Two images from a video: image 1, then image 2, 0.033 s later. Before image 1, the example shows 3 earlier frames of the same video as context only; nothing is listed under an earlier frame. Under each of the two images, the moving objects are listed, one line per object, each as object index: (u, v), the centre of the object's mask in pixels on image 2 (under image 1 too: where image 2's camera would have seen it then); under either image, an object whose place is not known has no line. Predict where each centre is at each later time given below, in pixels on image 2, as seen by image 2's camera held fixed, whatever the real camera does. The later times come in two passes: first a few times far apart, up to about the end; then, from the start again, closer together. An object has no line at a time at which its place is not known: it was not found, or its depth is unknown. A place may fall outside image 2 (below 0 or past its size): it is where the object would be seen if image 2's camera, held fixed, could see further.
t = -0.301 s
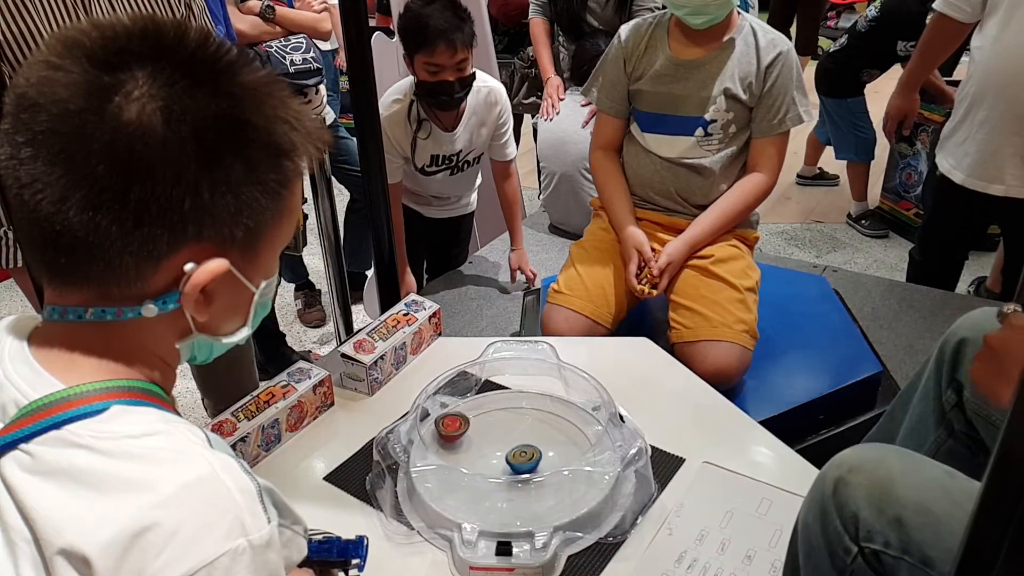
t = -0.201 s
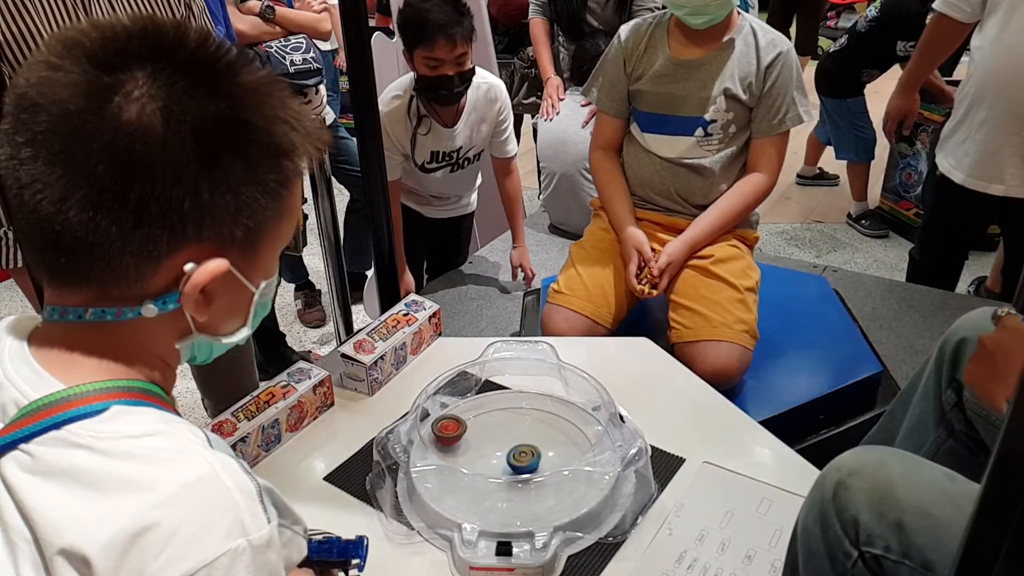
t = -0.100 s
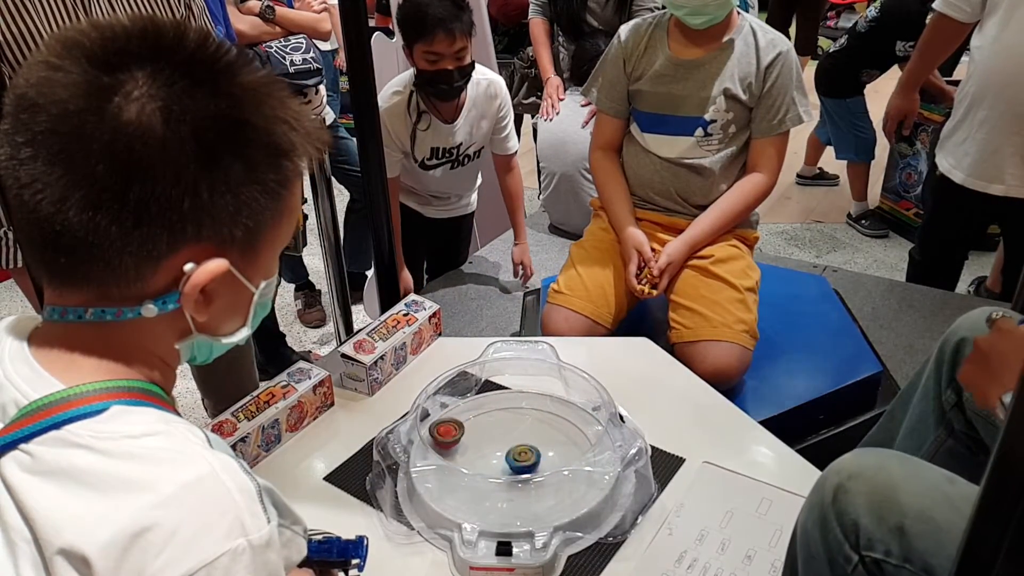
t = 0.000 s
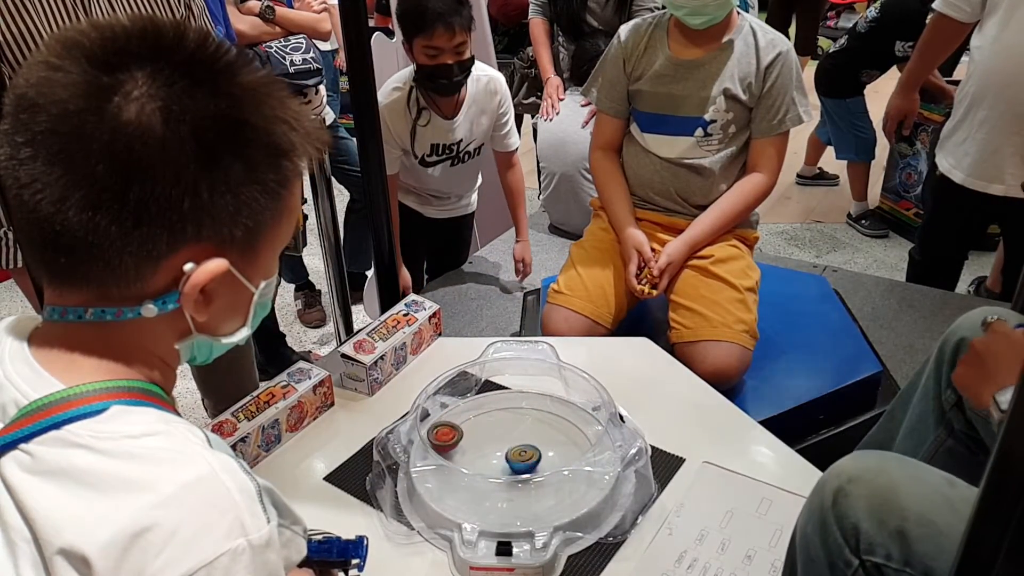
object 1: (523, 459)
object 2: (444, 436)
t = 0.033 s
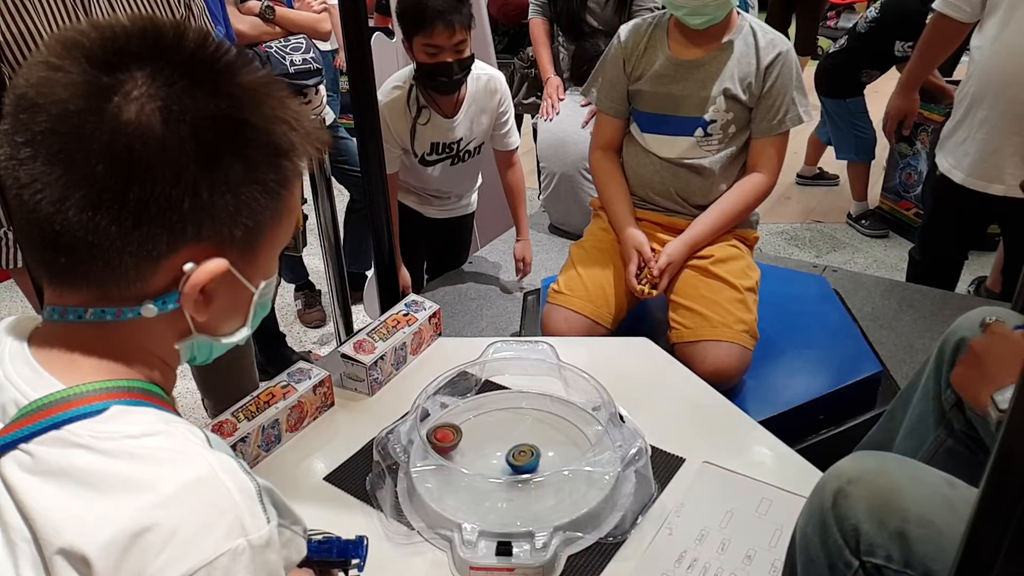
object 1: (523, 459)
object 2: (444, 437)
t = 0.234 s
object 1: (522, 459)
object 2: (445, 442)
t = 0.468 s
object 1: (522, 458)
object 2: (446, 449)
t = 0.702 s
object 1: (522, 458)
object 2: (447, 461)
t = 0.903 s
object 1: (522, 457)
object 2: (447, 471)
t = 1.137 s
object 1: (521, 457)
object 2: (452, 480)
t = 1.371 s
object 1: (521, 457)
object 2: (461, 486)
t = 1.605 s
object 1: (521, 458)
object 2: (472, 490)
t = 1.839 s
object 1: (522, 459)
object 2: (485, 495)
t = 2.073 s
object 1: (522, 459)
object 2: (498, 498)
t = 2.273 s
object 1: (523, 458)
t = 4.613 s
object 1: (526, 455)
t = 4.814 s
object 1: (526, 454)
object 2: (582, 437)
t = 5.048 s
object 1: (526, 453)
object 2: (579, 432)
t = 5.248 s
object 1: (525, 452)
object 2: (574, 426)
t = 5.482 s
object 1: (525, 452)
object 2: (566, 421)
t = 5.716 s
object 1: (524, 451)
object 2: (559, 417)
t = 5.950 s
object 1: (523, 451)
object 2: (549, 414)
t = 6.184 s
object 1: (522, 451)
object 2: (539, 412)
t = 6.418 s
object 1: (520, 451)
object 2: (529, 411)
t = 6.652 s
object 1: (518, 451)
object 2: (519, 411)
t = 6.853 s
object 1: (518, 451)
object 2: (511, 413)
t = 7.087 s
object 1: (516, 452)
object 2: (501, 415)
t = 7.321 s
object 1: (515, 453)
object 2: (492, 419)
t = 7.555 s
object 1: (513, 453)
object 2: (484, 424)
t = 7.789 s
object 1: (513, 454)
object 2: (477, 429)
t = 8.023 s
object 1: (513, 455)
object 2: (473, 434)
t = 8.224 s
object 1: (512, 455)
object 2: (469, 438)
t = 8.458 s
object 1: (512, 456)
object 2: (466, 445)
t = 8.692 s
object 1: (513, 457)
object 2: (464, 451)
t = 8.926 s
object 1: (513, 458)
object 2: (464, 455)
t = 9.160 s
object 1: (513, 459)
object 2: (466, 464)
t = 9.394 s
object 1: (514, 459)
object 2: (467, 470)
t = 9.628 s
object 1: (515, 459)
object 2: (472, 479)
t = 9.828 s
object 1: (515, 459)
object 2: (477, 487)
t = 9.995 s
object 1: (516, 459)
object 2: (483, 490)
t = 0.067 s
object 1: (523, 459)
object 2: (444, 438)
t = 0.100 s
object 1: (523, 459)
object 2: (444, 439)
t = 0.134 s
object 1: (523, 459)
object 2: (444, 440)
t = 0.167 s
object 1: (523, 459)
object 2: (444, 441)
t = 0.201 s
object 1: (523, 459)
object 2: (444, 442)
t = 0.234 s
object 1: (522, 459)
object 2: (445, 442)
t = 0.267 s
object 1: (523, 458)
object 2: (444, 443)
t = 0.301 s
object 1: (522, 459)
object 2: (445, 444)
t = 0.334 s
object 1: (523, 458)
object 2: (445, 445)
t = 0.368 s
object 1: (523, 458)
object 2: (446, 446)
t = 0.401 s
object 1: (522, 458)
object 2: (445, 447)
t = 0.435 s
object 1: (523, 458)
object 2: (446, 448)
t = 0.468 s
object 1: (522, 458)
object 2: (446, 449)
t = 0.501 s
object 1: (522, 458)
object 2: (447, 450)
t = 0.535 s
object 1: (522, 458)
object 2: (447, 451)
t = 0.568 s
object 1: (522, 458)
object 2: (448, 451)
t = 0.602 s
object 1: (522, 458)
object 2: (446, 459)
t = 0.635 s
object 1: (522, 458)
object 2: (447, 459)
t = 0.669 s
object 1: (522, 458)
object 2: (447, 461)
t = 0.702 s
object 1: (522, 458)
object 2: (447, 461)
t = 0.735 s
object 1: (522, 458)
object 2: (448, 467)
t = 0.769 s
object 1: (522, 458)
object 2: (448, 467)
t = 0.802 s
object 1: (522, 458)
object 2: (446, 467)
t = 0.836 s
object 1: (522, 457)
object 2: (448, 469)
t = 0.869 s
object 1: (522, 458)
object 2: (448, 471)
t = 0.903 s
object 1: (522, 457)
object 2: (447, 471)
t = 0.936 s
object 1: (522, 458)
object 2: (449, 473)
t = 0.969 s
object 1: (522, 458)
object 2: (448, 473)
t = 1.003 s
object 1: (522, 458)
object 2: (450, 475)
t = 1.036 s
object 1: (521, 458)
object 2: (451, 475)
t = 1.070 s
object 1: (522, 457)
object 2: (450, 479)
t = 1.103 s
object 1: (521, 458)
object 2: (451, 479)
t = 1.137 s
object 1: (521, 457)
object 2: (452, 480)
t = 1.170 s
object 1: (521, 458)
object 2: (453, 481)
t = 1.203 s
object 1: (521, 458)
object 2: (455, 481)
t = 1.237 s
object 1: (521, 457)
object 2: (455, 483)
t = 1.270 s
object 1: (521, 458)
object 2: (457, 483)
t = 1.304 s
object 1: (521, 457)
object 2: (458, 484)
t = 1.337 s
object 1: (521, 458)
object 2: (460, 485)
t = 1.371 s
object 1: (521, 457)
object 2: (461, 486)
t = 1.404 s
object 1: (521, 457)
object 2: (462, 486)
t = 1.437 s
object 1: (520, 458)
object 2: (464, 487)
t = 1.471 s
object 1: (521, 457)
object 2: (466, 488)
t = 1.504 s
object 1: (521, 457)
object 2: (467, 488)
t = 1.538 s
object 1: (521, 457)
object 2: (468, 489)
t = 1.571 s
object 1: (521, 457)
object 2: (470, 490)
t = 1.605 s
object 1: (521, 458)
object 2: (472, 490)
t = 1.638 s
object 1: (521, 457)
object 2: (473, 491)
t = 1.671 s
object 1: (520, 457)
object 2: (474, 492)
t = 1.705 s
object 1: (521, 457)
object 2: (476, 493)
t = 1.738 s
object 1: (521, 457)
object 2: (478, 493)
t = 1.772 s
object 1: (523, 458)
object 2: (482, 495)
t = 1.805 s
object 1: (523, 458)
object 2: (483, 495)
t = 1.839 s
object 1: (522, 459)
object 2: (485, 495)
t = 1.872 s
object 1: (523, 458)
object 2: (488, 495)
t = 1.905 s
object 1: (522, 459)
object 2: (490, 496)
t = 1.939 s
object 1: (522, 458)
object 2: (491, 496)
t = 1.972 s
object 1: (522, 458)
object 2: (493, 497)
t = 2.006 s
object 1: (522, 459)
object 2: (495, 498)
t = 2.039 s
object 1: (523, 458)
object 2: (497, 498)
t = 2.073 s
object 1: (522, 459)
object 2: (498, 498)
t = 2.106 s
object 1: (523, 458)
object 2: (500, 498)
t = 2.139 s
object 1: (522, 458)
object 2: (502, 498)
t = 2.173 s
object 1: (523, 458)
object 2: (505, 499)
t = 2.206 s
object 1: (523, 458)
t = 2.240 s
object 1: (522, 458)
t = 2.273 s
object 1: (523, 458)
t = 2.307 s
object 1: (522, 458)
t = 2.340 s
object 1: (523, 458)
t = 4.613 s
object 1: (526, 455)
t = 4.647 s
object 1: (526, 455)
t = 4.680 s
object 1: (526, 455)
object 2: (582, 440)
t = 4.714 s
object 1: (526, 455)
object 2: (583, 440)
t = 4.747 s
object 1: (526, 455)
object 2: (582, 439)
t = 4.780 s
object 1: (526, 454)
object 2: (582, 438)
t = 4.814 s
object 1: (526, 454)
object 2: (582, 437)
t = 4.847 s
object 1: (526, 454)
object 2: (582, 437)
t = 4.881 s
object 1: (526, 454)
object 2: (581, 436)
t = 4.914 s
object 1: (525, 453)
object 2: (581, 435)
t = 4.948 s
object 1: (526, 453)
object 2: (580, 434)
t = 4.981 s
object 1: (526, 453)
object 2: (580, 434)
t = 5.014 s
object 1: (526, 453)
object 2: (579, 433)
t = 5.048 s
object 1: (526, 453)
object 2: (579, 432)
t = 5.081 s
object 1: (525, 452)
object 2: (578, 432)
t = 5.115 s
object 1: (526, 453)
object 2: (577, 430)
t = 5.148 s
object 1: (526, 452)
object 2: (577, 429)
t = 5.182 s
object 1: (525, 452)
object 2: (575, 428)
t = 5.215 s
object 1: (525, 452)
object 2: (574, 427)
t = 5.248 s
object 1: (525, 452)
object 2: (574, 426)
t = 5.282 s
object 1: (525, 452)
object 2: (573, 426)
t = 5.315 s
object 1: (525, 452)
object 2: (572, 425)
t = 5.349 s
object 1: (525, 452)
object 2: (571, 424)
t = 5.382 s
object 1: (525, 452)
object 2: (570, 423)
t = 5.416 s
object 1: (525, 452)
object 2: (569, 422)
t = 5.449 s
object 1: (525, 452)
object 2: (568, 422)
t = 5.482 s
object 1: (525, 452)
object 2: (566, 421)
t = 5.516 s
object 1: (525, 452)
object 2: (565, 420)
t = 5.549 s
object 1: (525, 451)
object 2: (565, 420)
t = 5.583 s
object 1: (524, 451)
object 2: (564, 420)
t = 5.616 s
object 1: (525, 451)
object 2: (562, 419)
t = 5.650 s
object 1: (524, 452)
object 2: (561, 418)
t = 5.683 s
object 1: (524, 452)
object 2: (560, 417)
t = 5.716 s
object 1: (524, 451)
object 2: (559, 417)
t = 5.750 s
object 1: (523, 452)
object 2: (557, 416)
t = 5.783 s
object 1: (524, 451)
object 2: (556, 416)
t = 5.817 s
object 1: (523, 451)
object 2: (555, 415)
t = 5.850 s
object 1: (523, 451)
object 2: (554, 415)
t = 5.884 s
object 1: (523, 451)
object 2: (552, 415)
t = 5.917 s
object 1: (523, 451)
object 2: (551, 414)
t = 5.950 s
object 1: (523, 451)
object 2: (549, 414)
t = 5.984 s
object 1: (522, 451)
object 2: (548, 413)
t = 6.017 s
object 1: (522, 451)
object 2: (546, 413)
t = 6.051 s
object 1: (522, 451)
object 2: (545, 413)
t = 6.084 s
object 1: (522, 451)
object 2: (543, 413)
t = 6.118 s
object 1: (522, 451)
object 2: (542, 412)
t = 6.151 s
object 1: (521, 451)
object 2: (541, 413)
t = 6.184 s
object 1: (522, 451)
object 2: (539, 412)
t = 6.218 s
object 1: (521, 451)
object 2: (538, 412)
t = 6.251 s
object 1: (521, 451)
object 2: (536, 411)
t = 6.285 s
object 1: (521, 451)
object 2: (535, 411)
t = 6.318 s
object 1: (520, 451)
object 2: (533, 411)
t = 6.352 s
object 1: (521, 451)
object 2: (532, 411)
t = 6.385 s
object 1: (520, 451)
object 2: (530, 411)
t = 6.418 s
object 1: (520, 451)
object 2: (529, 411)
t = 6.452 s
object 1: (520, 451)
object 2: (527, 412)
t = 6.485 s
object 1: (519, 451)
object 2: (526, 411)
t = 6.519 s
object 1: (520, 451)
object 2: (524, 411)
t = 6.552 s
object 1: (519, 451)
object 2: (523, 411)
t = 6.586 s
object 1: (519, 451)
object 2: (522, 411)
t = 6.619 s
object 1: (519, 451)
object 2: (520, 411)
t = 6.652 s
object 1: (518, 451)
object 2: (519, 411)
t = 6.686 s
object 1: (518, 451)
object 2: (517, 412)
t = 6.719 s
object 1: (518, 451)
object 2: (516, 412)
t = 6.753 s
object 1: (518, 451)
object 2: (514, 412)
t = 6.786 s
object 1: (518, 451)
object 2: (513, 412)
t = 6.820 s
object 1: (517, 451)
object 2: (512, 412)
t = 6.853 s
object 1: (518, 451)
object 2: (511, 413)
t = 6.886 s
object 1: (517, 451)
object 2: (509, 413)
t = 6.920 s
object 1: (517, 451)
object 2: (508, 413)
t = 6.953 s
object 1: (517, 452)
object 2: (506, 414)
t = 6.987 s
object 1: (517, 452)
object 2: (506, 414)
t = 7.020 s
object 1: (517, 451)
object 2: (504, 415)
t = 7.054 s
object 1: (516, 452)
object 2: (502, 415)
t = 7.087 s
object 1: (516, 452)
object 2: (501, 415)
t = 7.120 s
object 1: (516, 452)
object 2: (500, 415)
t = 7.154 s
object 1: (516, 452)
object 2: (499, 416)
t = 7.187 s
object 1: (516, 452)
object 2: (497, 416)
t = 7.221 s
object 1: (515, 452)
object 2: (496, 417)
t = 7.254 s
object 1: (515, 452)
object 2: (495, 418)
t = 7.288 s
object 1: (515, 452)
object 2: (494, 419)
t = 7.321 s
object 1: (515, 453)
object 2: (492, 419)
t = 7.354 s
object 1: (515, 453)
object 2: (491, 419)
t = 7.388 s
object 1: (514, 453)
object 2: (490, 420)
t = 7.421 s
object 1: (515, 453)
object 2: (489, 420)
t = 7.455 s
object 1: (514, 453)
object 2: (487, 421)
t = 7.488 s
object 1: (514, 453)
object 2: (486, 422)
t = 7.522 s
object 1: (514, 453)
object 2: (485, 423)
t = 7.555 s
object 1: (513, 453)
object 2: (484, 424)
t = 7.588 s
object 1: (514, 453)
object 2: (483, 425)
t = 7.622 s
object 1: (513, 453)
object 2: (482, 425)
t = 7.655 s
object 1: (513, 454)
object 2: (481, 425)
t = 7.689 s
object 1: (513, 453)
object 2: (480, 426)
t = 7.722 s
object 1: (513, 454)
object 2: (480, 427)
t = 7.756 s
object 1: (513, 454)
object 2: (478, 428)
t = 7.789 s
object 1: (513, 454)
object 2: (477, 429)
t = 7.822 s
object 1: (513, 454)
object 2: (477, 430)
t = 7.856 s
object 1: (513, 454)
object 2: (476, 430)
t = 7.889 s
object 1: (512, 454)
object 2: (475, 431)
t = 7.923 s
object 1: (513, 454)
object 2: (475, 431)
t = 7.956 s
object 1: (513, 454)
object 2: (474, 432)
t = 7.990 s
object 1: (513, 455)
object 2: (474, 433)
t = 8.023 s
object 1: (513, 455)
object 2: (473, 434)
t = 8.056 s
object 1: (512, 455)
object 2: (472, 435)
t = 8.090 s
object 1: (513, 455)
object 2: (471, 435)
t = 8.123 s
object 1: (513, 455)
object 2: (471, 436)
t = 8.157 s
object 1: (512, 455)
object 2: (470, 437)
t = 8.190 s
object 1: (513, 455)
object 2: (469, 438)
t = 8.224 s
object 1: (512, 455)
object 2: (469, 438)
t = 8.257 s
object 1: (513, 456)
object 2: (469, 439)
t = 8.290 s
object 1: (512, 456)
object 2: (469, 440)
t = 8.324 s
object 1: (512, 456)
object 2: (467, 441)
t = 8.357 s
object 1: (513, 456)
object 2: (467, 442)
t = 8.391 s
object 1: (512, 456)
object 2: (467, 443)
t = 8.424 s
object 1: (512, 456)
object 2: (467, 444)
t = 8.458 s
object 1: (512, 456)
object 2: (466, 445)
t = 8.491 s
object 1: (512, 456)
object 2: (466, 446)
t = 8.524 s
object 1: (513, 456)
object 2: (465, 447)
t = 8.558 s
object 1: (512, 456)
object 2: (465, 448)
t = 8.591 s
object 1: (512, 457)
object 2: (465, 449)
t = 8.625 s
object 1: (512, 457)
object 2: (464, 449)
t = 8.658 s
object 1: (512, 457)
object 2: (464, 450)
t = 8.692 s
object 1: (513, 457)
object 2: (464, 451)
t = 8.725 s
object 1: (512, 457)
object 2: (465, 452)
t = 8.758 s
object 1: (513, 457)
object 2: (464, 452)
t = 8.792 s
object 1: (513, 457)
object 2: (464, 453)
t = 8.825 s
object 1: (513, 458)
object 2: (464, 453)
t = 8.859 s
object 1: (513, 458)
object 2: (465, 454)
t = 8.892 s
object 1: (512, 458)
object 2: (464, 455)
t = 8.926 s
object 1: (513, 458)
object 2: (464, 455)
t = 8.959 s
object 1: (513, 458)
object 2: (465, 456)
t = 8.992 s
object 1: (513, 458)
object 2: (465, 457)
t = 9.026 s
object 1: (513, 458)
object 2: (466, 458)
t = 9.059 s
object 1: (513, 458)
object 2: (465, 458)
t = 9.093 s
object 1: (513, 458)
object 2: (466, 459)
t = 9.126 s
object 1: (513, 458)
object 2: (465, 462)
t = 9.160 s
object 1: (513, 459)
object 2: (466, 464)
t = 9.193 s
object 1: (514, 459)
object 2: (465, 465)
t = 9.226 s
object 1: (513, 459)
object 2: (466, 465)
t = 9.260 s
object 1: (514, 459)
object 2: (466, 467)
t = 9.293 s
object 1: (514, 459)
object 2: (467, 468)
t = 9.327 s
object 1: (514, 459)
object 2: (466, 470)
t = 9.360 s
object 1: (514, 459)
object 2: (467, 470)
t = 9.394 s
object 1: (514, 459)
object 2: (467, 470)
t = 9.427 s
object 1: (514, 459)
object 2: (468, 473)
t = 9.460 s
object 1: (514, 459)
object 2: (469, 475)
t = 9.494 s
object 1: (514, 459)
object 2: (469, 475)
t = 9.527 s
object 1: (515, 459)
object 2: (470, 476)
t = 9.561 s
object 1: (514, 459)
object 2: (470, 477)
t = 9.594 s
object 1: (515, 459)
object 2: (472, 478)
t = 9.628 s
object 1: (515, 459)
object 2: (472, 479)
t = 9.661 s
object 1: (515, 459)
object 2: (473, 480)
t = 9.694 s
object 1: (515, 459)
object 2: (474, 481)
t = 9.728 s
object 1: (515, 459)
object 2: (475, 482)
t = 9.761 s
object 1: (515, 459)
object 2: (476, 483)
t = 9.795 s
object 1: (515, 459)
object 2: (477, 483)
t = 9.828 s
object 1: (515, 459)
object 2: (477, 487)
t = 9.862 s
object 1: (516, 459)
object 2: (478, 488)
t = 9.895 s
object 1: (515, 459)
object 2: (479, 489)
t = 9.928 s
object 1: (516, 459)
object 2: (480, 489)
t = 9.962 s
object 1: (516, 459)
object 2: (481, 489)
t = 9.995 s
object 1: (516, 459)
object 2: (483, 490)
